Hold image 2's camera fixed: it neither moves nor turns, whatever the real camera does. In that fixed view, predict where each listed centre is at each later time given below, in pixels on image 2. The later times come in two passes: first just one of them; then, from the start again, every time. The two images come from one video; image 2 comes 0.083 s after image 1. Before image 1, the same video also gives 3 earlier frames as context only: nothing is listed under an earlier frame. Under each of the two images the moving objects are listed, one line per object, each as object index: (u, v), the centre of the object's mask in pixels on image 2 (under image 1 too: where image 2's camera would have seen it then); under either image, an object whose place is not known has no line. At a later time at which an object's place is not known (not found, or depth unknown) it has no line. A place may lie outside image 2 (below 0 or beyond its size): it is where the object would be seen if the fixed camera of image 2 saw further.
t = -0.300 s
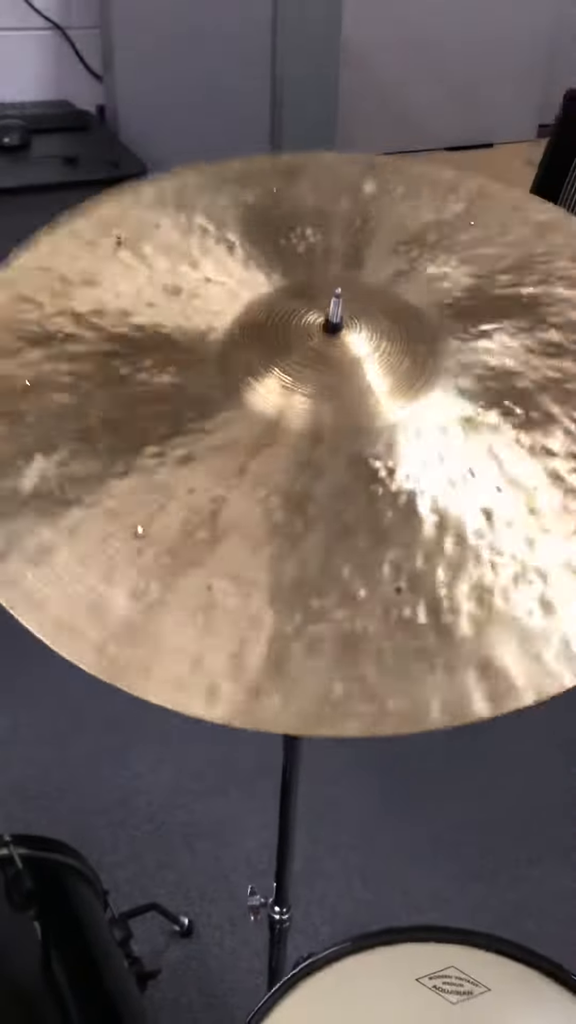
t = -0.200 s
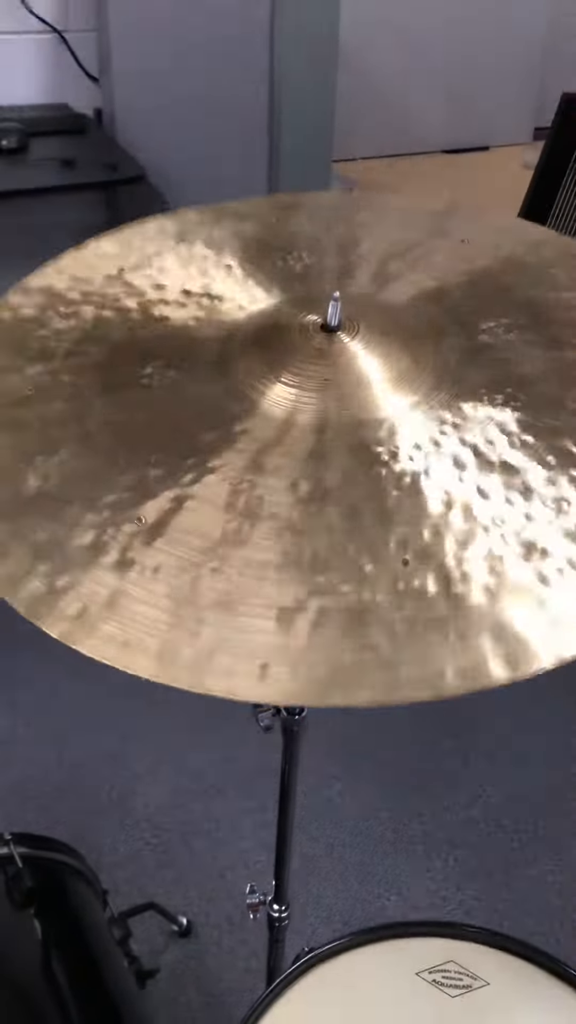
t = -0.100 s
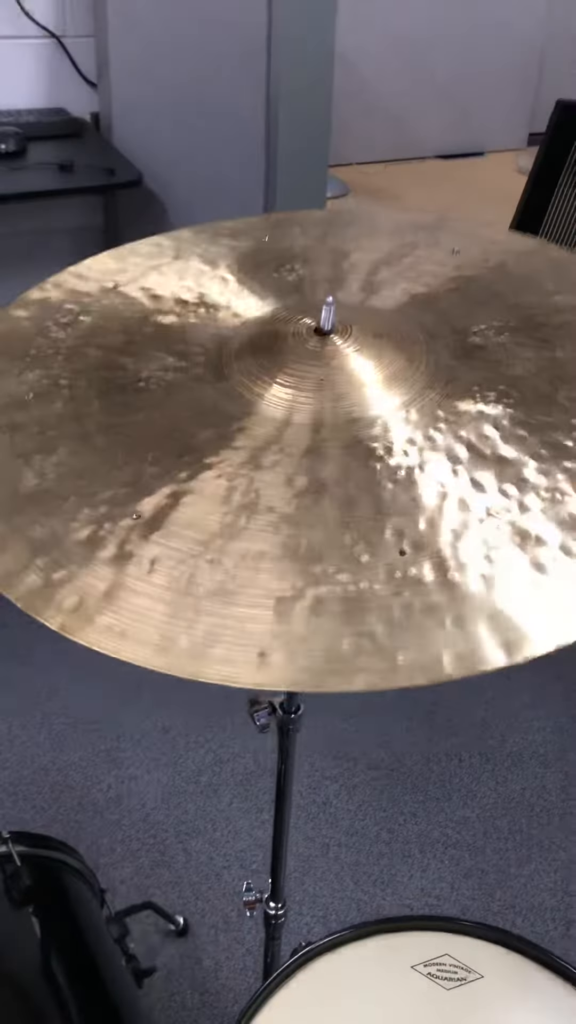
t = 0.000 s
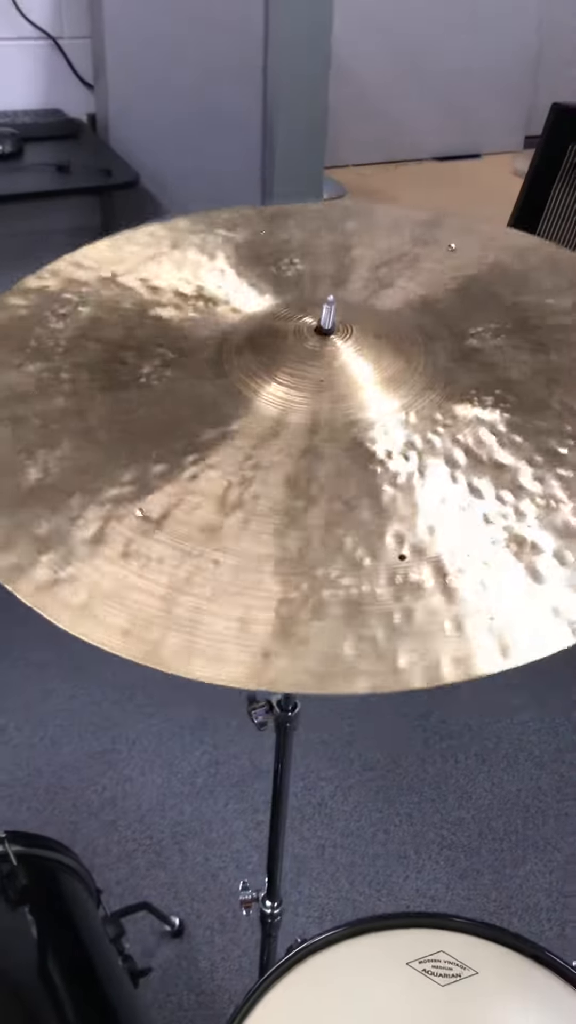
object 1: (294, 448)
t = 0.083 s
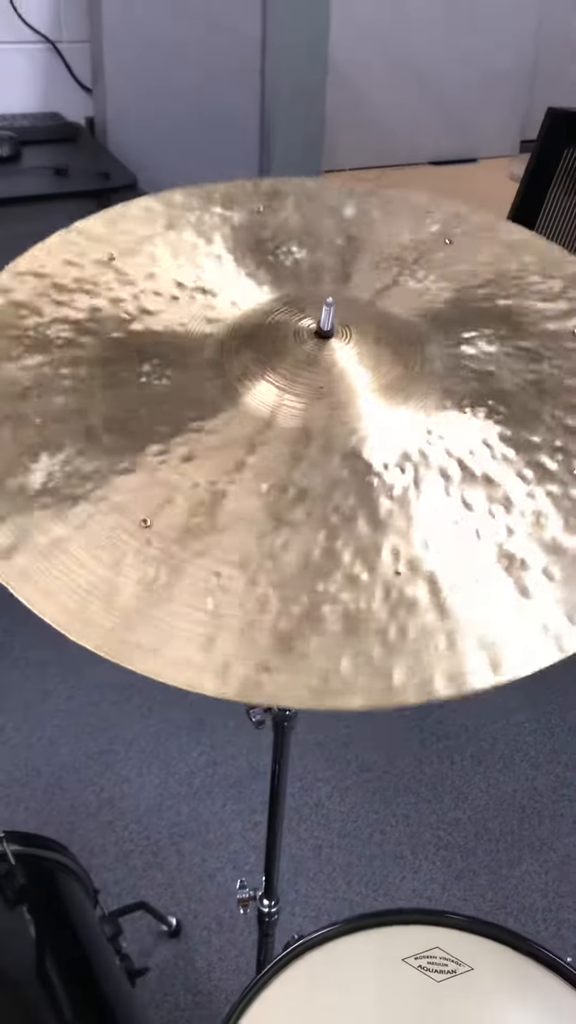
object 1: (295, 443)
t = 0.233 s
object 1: (293, 424)
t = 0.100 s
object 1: (295, 443)
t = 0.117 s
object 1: (294, 440)
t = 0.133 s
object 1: (294, 438)
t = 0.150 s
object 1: (294, 438)
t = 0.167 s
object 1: (294, 434)
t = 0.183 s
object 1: (293, 432)
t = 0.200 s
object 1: (293, 430)
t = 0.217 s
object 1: (293, 428)
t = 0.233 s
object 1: (293, 424)
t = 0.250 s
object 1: (293, 422)
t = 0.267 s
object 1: (294, 420)
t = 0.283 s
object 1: (294, 417)
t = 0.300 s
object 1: (294, 416)
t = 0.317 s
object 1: (296, 414)
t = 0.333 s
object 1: (297, 413)
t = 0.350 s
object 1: (298, 413)
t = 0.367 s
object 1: (299, 413)
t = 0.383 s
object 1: (300, 413)
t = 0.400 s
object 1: (300, 414)
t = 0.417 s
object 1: (301, 416)
